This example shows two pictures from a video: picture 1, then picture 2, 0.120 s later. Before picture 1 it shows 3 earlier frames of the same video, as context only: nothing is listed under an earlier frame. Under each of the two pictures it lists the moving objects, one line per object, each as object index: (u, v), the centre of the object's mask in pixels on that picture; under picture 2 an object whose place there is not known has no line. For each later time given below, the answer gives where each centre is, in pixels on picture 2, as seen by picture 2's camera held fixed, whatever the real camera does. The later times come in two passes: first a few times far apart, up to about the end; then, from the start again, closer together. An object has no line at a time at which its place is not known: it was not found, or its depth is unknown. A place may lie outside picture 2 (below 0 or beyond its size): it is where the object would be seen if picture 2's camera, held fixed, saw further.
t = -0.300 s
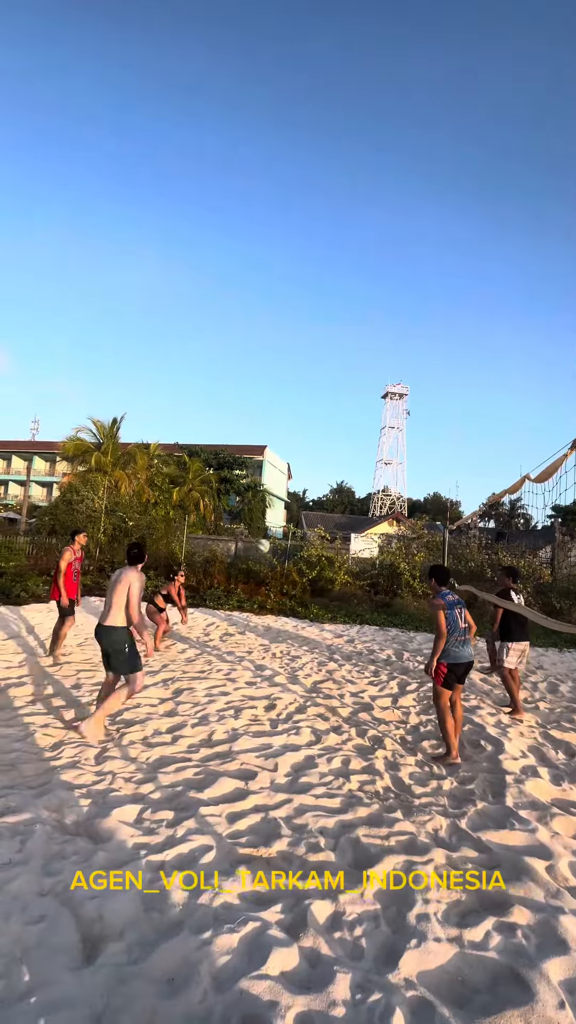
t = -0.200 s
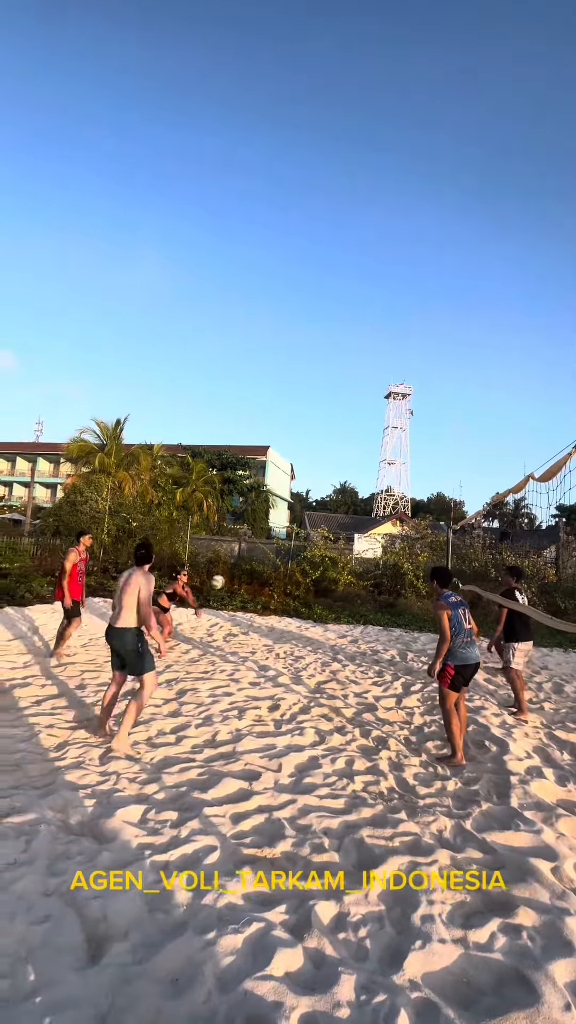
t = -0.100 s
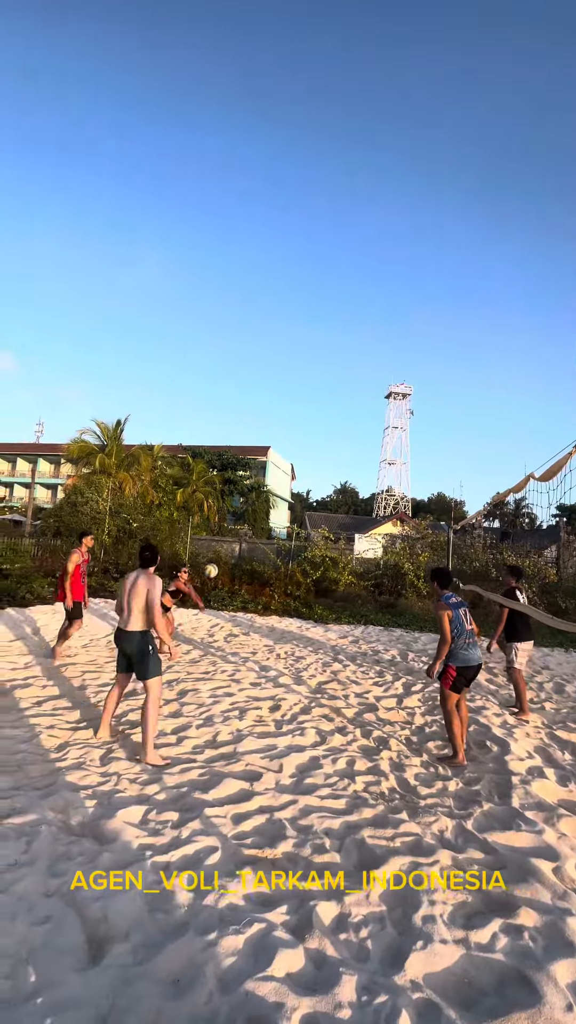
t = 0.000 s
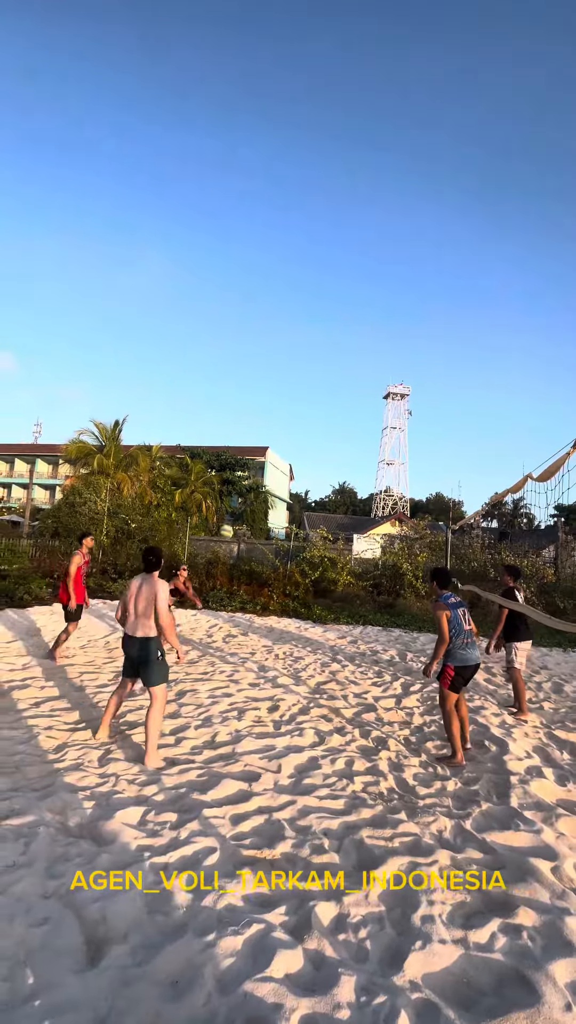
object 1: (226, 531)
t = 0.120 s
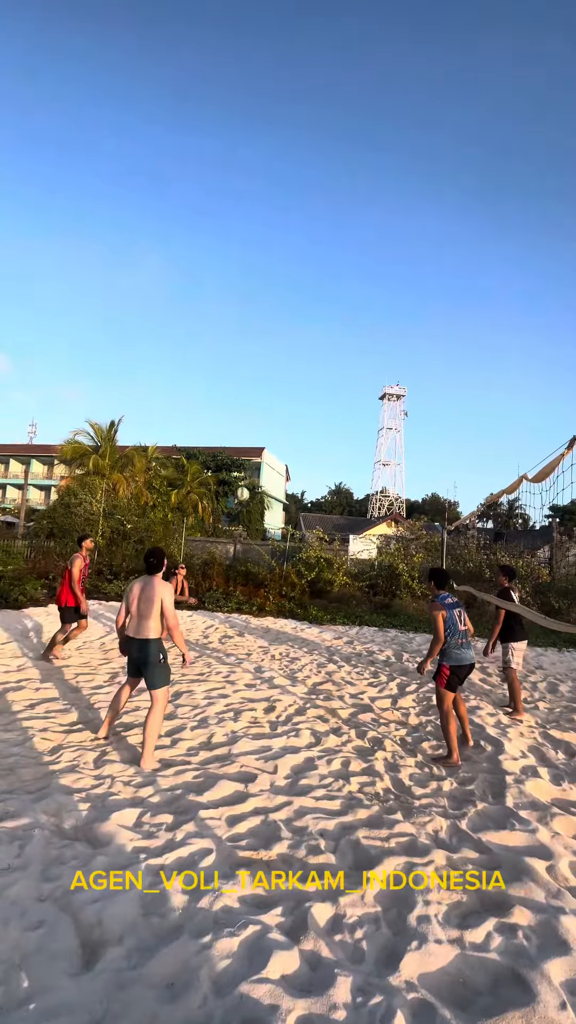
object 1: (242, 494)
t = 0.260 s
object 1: (263, 459)
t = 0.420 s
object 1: (289, 431)
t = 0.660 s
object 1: (327, 419)
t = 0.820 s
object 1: (353, 434)
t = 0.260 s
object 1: (263, 459)
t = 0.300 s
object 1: (271, 449)
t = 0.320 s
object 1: (274, 446)
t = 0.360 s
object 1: (279, 441)
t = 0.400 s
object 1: (287, 433)
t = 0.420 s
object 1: (289, 431)
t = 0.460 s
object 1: (295, 427)
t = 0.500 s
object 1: (302, 423)
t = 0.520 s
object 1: (305, 422)
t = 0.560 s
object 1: (310, 420)
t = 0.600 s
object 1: (318, 418)
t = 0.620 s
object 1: (321, 418)
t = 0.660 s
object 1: (327, 419)
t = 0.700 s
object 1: (334, 421)
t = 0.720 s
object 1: (337, 423)
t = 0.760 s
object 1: (342, 425)
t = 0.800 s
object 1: (350, 431)
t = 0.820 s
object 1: (353, 434)
